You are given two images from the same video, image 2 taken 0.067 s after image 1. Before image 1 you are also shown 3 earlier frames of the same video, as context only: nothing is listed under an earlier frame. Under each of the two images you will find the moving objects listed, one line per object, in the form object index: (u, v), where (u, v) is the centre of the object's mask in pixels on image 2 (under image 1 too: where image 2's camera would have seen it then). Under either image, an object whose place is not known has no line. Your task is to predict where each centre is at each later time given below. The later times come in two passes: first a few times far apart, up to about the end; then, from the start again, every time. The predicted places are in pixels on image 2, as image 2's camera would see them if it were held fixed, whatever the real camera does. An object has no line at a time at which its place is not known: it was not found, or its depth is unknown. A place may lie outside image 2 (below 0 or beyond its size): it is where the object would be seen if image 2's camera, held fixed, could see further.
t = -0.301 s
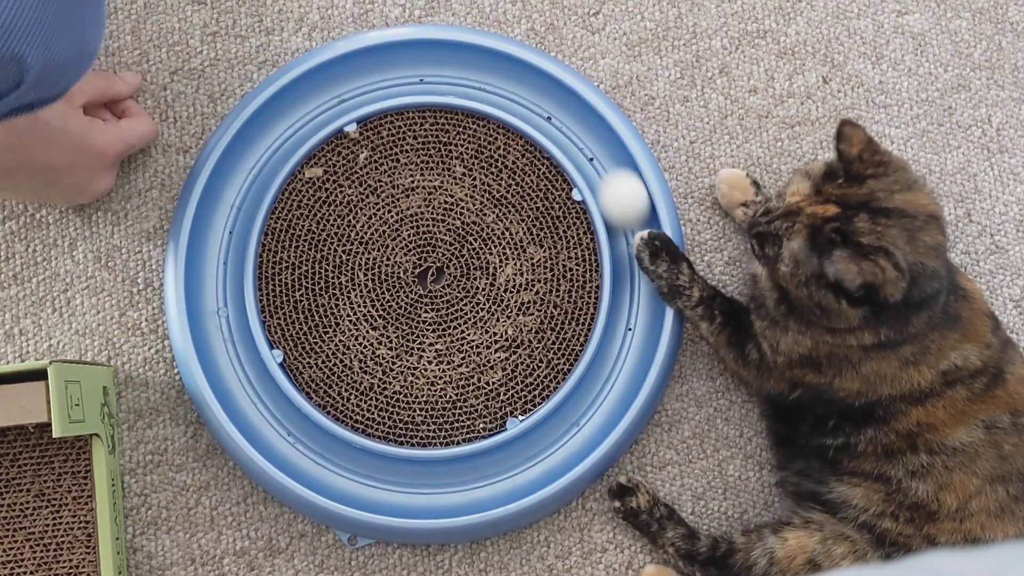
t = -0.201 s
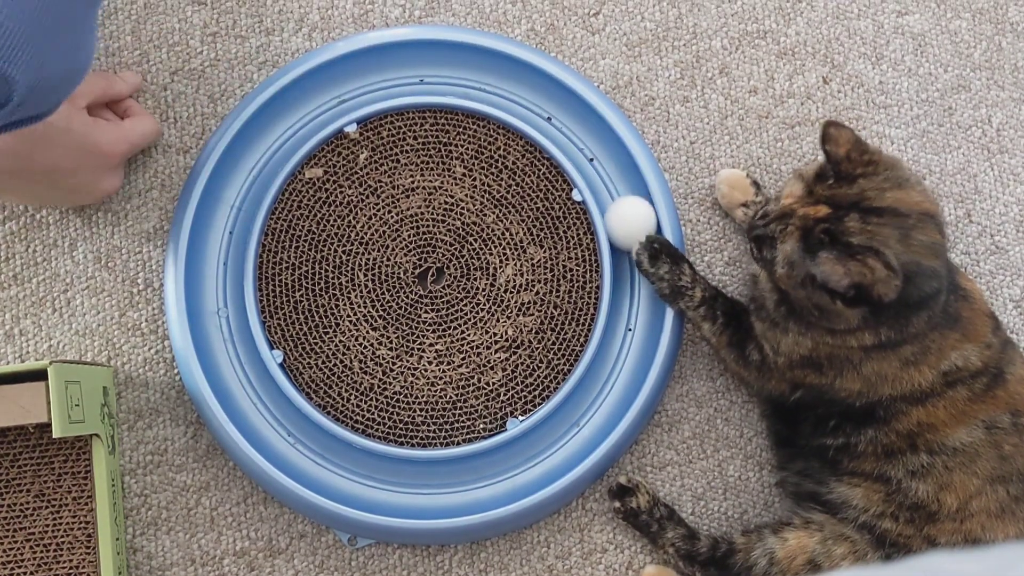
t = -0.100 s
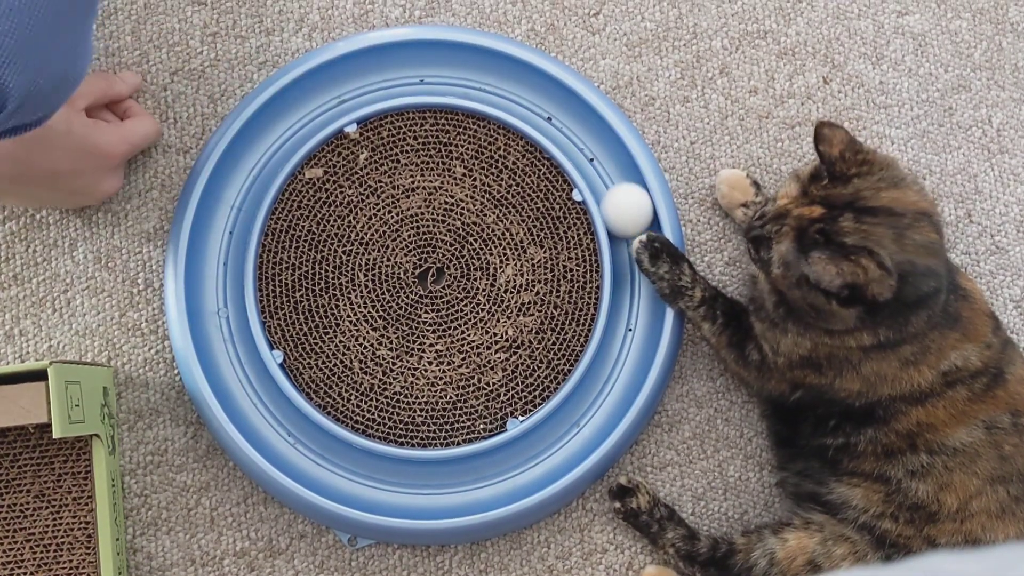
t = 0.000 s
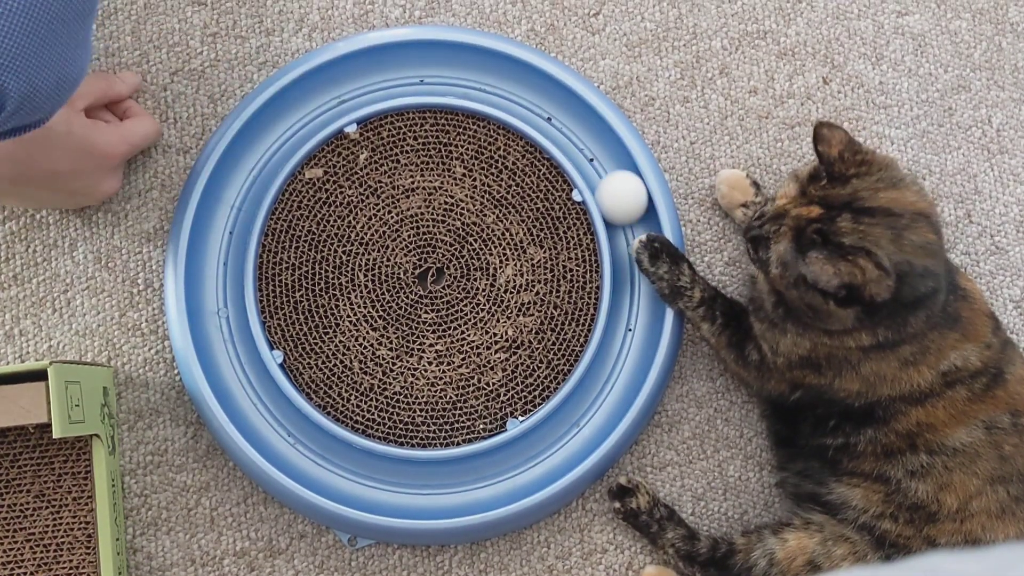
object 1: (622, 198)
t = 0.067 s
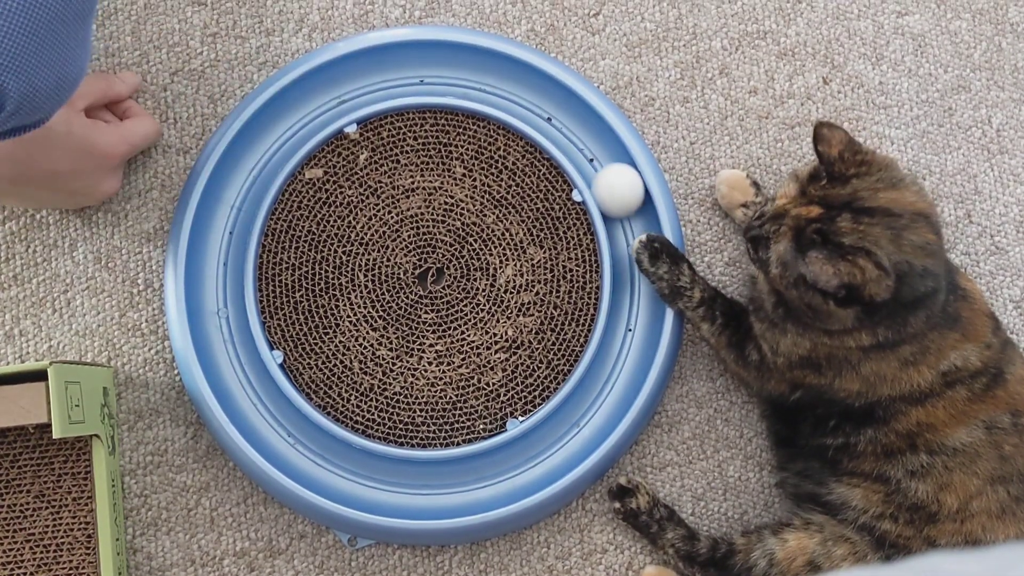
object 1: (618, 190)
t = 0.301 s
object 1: (606, 167)
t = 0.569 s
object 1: (591, 148)
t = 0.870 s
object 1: (562, 119)
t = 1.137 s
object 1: (532, 98)
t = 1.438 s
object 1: (505, 85)
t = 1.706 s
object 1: (484, 78)
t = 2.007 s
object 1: (464, 74)
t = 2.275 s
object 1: (436, 71)
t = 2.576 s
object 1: (401, 72)
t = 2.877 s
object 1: (369, 79)
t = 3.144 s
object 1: (352, 84)
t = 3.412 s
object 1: (346, 87)
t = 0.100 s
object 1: (617, 187)
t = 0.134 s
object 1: (615, 183)
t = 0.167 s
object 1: (613, 180)
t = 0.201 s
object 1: (611, 177)
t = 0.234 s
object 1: (610, 174)
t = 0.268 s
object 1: (608, 170)
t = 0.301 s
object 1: (606, 167)
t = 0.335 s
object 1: (603, 164)
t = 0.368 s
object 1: (601, 160)
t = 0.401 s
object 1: (599, 157)
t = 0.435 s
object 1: (597, 155)
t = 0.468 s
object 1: (596, 154)
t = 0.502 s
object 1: (595, 152)
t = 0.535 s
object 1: (594, 151)
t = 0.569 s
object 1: (591, 148)
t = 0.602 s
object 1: (589, 144)
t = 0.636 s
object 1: (586, 141)
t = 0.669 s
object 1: (583, 138)
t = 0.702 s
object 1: (580, 135)
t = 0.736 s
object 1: (577, 132)
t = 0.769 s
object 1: (573, 128)
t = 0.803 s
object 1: (570, 125)
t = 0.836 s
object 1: (566, 122)
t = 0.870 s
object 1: (562, 119)
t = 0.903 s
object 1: (558, 115)
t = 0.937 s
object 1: (554, 112)
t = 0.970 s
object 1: (551, 110)
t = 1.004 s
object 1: (547, 108)
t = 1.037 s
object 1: (544, 105)
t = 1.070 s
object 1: (540, 103)
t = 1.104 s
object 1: (536, 101)
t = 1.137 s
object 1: (532, 98)
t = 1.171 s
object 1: (529, 96)
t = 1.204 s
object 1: (525, 95)
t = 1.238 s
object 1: (522, 93)
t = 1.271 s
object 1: (519, 92)
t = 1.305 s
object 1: (516, 90)
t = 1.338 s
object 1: (513, 89)
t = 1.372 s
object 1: (511, 88)
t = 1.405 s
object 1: (508, 87)
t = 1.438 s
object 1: (505, 85)
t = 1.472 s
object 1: (502, 85)
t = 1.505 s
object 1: (499, 83)
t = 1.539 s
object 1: (497, 82)
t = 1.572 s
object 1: (494, 82)
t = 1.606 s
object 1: (492, 81)
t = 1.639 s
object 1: (489, 80)
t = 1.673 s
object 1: (487, 80)
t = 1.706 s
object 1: (484, 78)
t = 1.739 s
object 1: (482, 78)
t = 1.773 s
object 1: (480, 78)
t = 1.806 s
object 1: (478, 77)
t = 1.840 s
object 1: (476, 76)
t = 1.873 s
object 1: (474, 76)
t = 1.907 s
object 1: (472, 75)
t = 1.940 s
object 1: (469, 75)
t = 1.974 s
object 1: (467, 74)
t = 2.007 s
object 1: (464, 74)
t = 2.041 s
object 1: (461, 74)
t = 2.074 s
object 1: (458, 73)
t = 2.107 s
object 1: (454, 73)
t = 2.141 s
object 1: (451, 72)
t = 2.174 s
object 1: (447, 72)
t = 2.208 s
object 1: (444, 71)
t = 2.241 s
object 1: (440, 71)
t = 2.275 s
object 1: (436, 71)
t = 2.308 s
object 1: (432, 71)
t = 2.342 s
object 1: (428, 71)
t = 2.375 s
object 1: (425, 71)
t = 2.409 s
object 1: (421, 71)
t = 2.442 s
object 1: (417, 71)
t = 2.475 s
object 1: (413, 71)
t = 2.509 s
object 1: (409, 71)
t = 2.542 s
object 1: (405, 72)
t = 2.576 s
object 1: (401, 72)
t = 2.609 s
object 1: (397, 73)
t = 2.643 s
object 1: (392, 74)
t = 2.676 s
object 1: (389, 74)
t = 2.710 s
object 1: (385, 75)
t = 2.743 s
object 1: (381, 76)
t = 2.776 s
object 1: (378, 77)
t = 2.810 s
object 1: (374, 77)
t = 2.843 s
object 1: (371, 78)
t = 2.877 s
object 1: (369, 79)
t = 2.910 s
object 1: (366, 80)
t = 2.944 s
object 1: (364, 81)
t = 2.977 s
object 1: (361, 81)
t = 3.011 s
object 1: (359, 82)
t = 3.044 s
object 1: (357, 83)
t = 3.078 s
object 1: (355, 83)
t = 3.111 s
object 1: (354, 84)
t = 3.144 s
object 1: (352, 84)
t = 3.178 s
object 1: (351, 85)
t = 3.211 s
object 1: (350, 85)
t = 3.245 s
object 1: (349, 86)
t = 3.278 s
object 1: (349, 86)
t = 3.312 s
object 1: (348, 86)
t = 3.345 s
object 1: (347, 86)
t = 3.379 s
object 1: (347, 87)
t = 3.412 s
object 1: (346, 87)
